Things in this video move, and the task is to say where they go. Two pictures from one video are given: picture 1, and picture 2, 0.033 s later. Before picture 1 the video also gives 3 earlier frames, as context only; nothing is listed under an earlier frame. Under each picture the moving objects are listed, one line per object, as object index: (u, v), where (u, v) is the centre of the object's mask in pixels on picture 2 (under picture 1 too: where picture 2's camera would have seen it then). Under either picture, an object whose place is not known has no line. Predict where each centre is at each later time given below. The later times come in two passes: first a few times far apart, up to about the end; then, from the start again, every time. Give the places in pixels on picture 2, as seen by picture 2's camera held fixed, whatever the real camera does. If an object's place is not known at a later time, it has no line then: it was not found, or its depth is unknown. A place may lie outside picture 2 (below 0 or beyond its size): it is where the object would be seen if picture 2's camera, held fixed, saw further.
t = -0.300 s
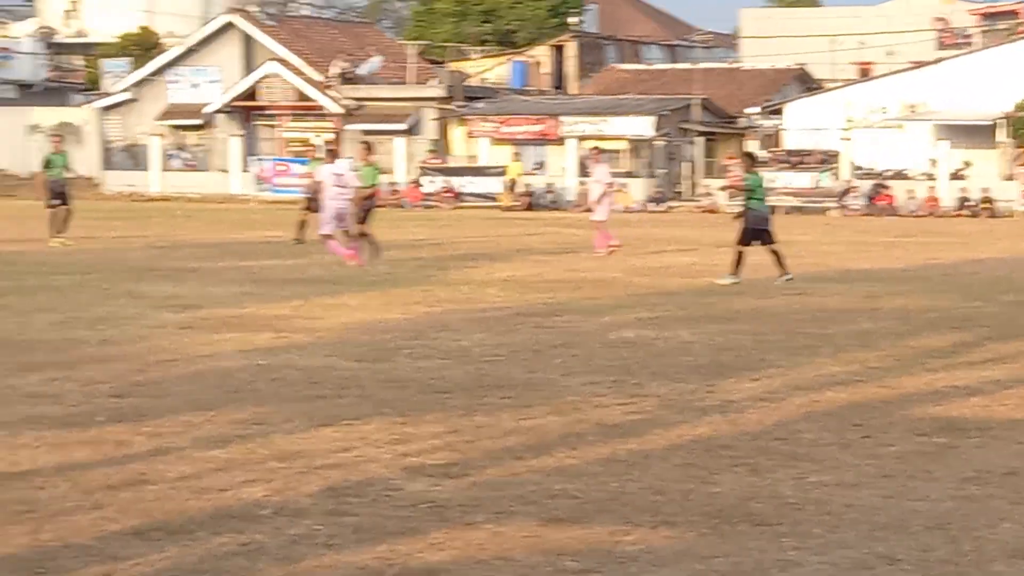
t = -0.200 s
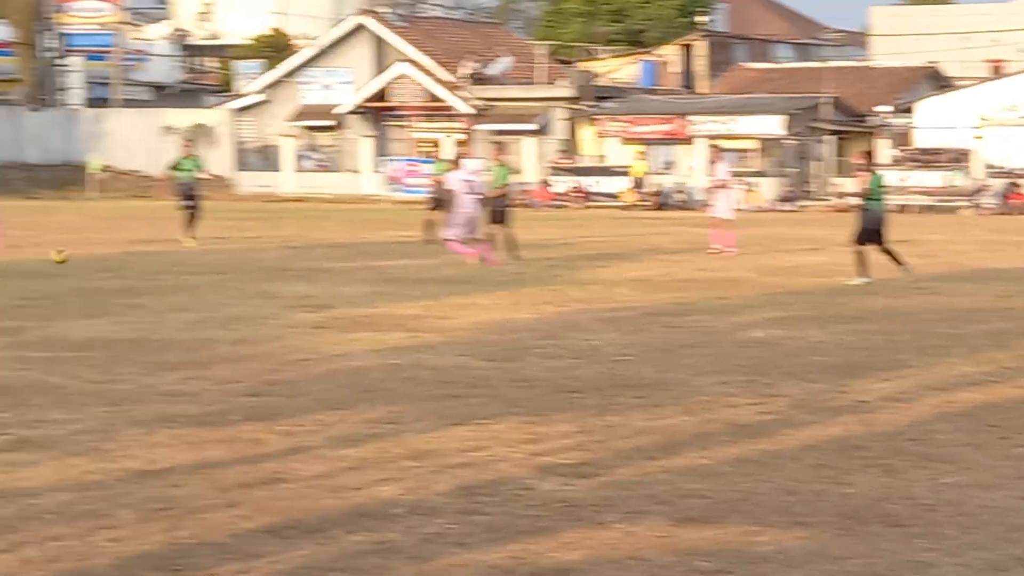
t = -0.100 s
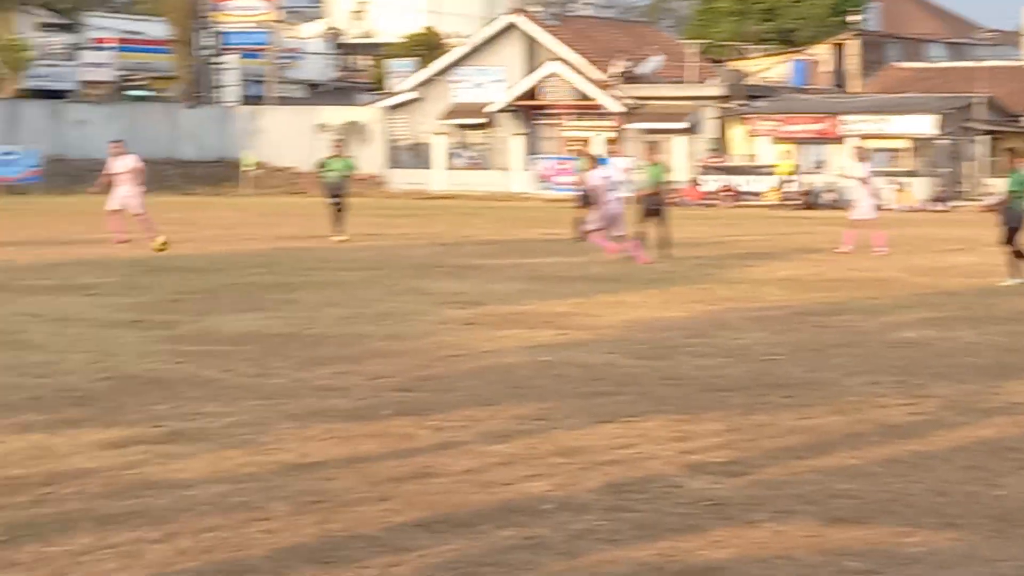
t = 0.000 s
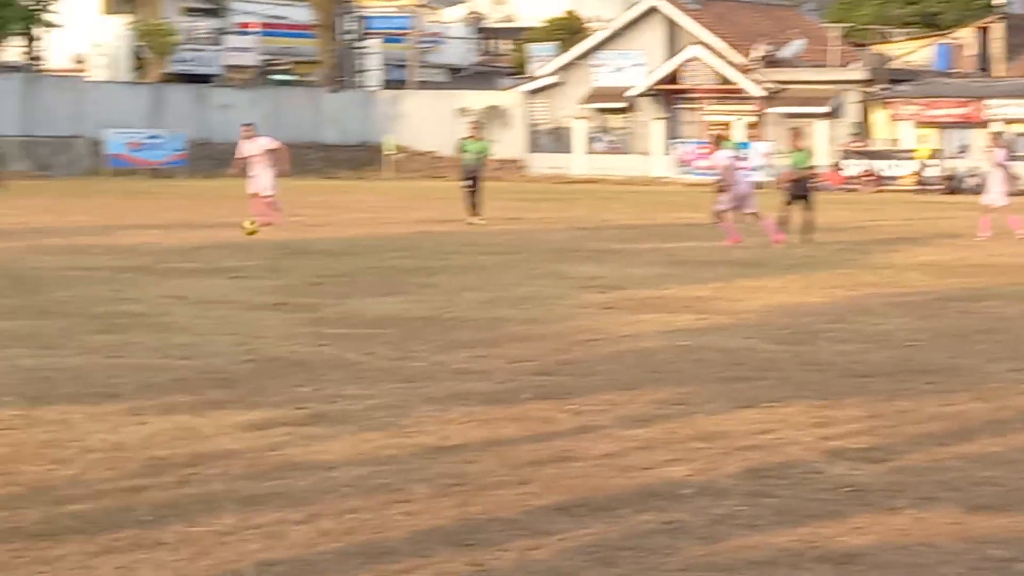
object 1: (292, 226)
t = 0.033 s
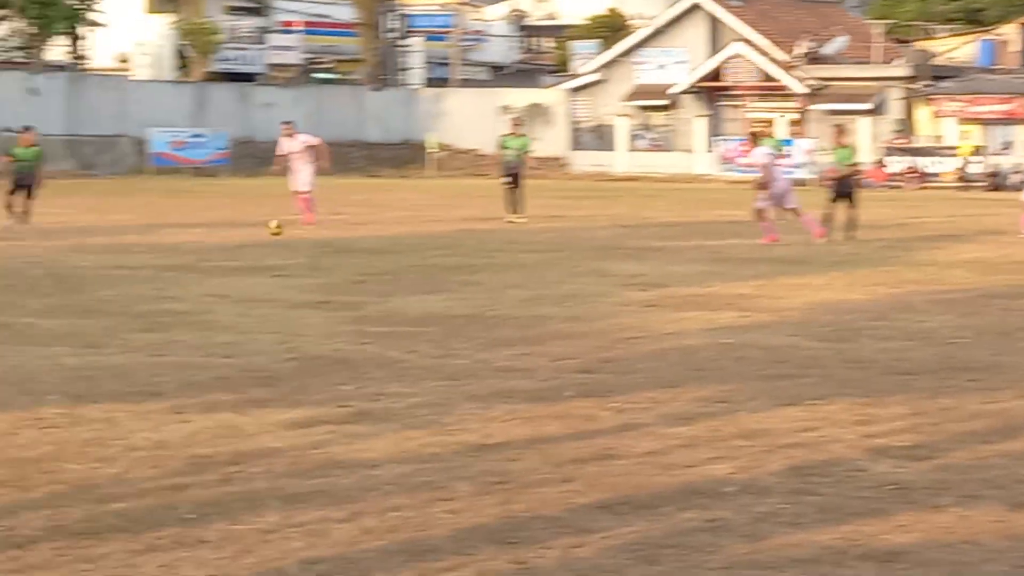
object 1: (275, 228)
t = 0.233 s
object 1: (180, 223)
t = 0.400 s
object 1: (105, 226)
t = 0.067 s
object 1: (259, 230)
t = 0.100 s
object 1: (242, 234)
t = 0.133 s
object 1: (226, 230)
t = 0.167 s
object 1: (211, 228)
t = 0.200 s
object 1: (195, 225)
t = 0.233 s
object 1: (180, 223)
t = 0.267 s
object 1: (165, 222)
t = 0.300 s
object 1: (150, 222)
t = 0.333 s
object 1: (135, 222)
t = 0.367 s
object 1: (120, 223)
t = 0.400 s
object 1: (105, 226)
